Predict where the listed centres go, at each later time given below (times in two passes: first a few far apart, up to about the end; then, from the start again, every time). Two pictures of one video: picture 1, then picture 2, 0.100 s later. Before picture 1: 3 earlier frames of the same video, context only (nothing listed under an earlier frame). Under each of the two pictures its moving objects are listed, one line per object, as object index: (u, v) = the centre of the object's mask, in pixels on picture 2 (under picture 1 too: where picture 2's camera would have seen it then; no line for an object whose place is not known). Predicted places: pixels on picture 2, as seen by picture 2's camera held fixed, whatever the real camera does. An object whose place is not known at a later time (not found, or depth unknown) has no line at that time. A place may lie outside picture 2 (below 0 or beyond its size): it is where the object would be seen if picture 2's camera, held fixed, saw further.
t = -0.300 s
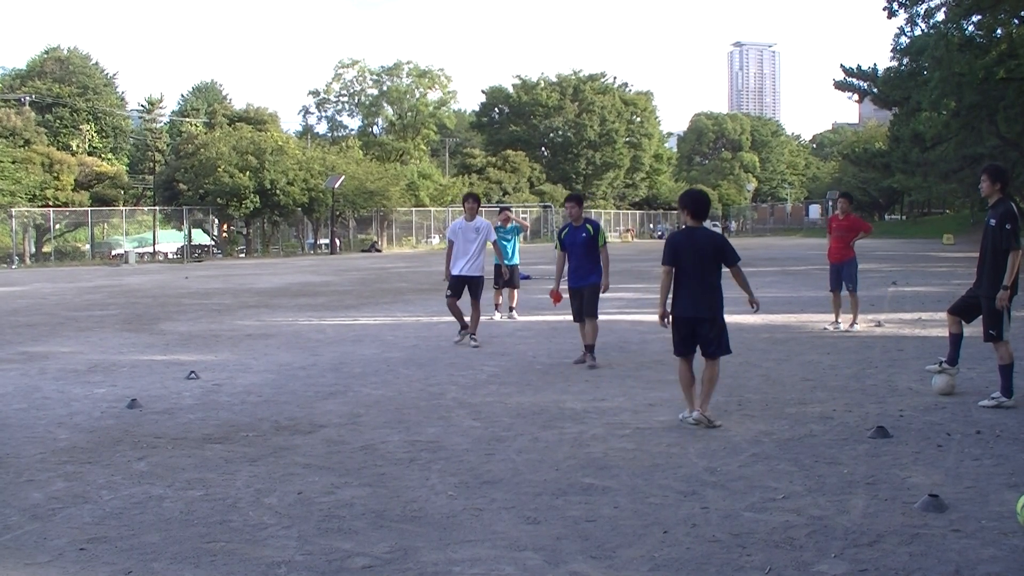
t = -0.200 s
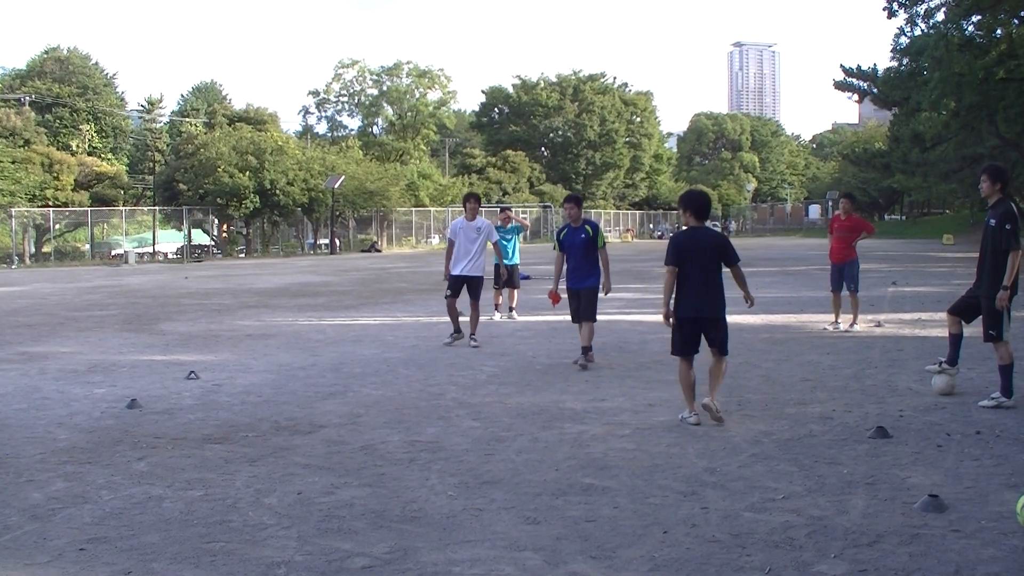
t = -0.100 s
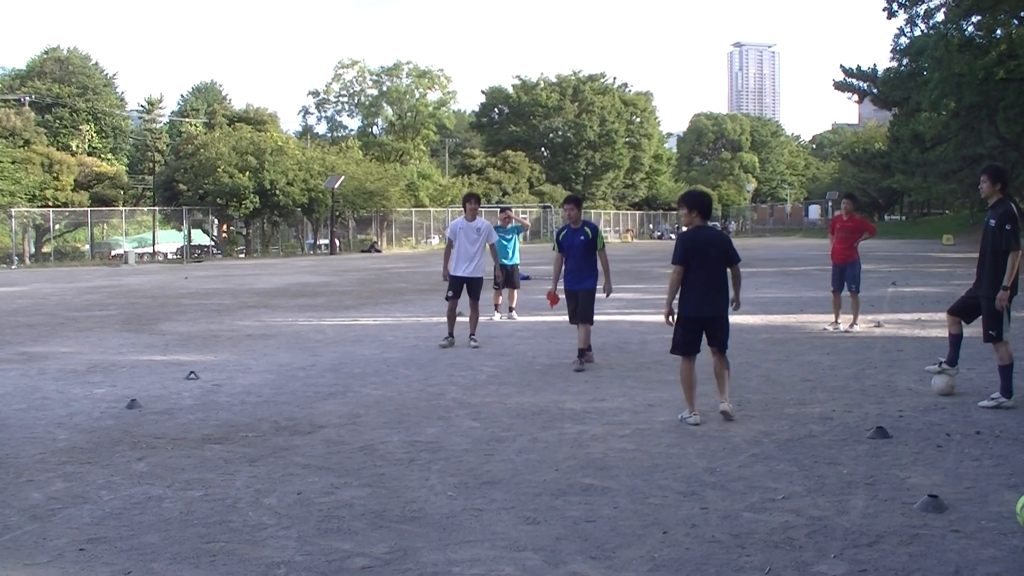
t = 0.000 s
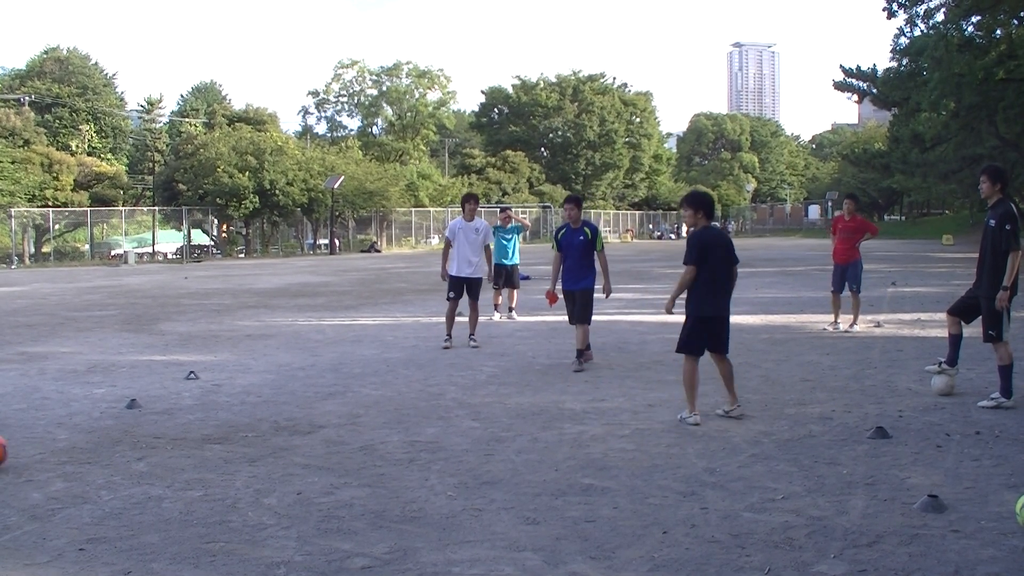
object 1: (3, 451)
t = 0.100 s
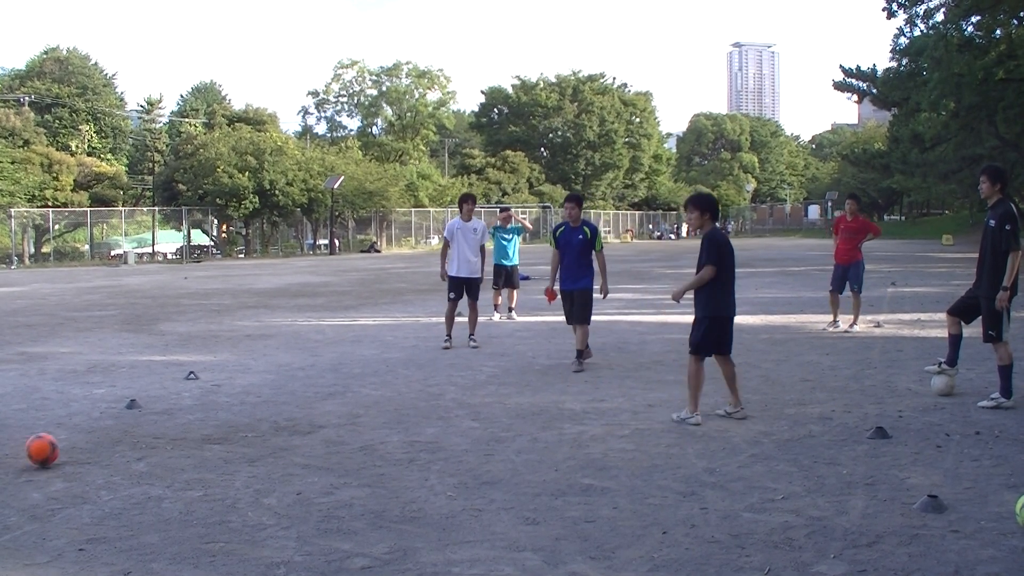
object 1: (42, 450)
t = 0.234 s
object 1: (107, 444)
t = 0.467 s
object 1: (212, 432)
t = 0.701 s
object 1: (306, 426)
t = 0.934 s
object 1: (393, 421)
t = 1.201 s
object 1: (481, 412)
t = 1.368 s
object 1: (530, 407)
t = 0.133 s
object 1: (58, 446)
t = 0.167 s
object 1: (74, 443)
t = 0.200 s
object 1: (90, 443)
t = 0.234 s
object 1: (107, 444)
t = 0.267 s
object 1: (123, 444)
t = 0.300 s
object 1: (138, 441)
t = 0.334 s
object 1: (153, 439)
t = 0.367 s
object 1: (168, 439)
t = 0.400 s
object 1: (183, 440)
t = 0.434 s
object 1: (198, 436)
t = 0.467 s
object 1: (212, 432)
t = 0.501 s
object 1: (225, 430)
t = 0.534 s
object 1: (239, 430)
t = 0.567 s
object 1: (252, 431)
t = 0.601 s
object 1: (266, 434)
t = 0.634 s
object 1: (279, 429)
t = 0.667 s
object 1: (293, 427)
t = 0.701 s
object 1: (306, 426)
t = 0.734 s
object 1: (319, 428)
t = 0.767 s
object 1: (332, 427)
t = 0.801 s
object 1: (344, 425)
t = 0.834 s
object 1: (357, 424)
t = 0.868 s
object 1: (369, 424)
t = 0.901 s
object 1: (381, 422)
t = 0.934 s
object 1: (393, 421)
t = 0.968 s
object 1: (405, 419)
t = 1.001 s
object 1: (416, 418)
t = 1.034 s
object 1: (427, 418)
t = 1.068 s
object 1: (439, 417)
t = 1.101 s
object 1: (449, 415)
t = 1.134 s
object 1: (460, 415)
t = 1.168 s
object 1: (471, 413)
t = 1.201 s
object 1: (481, 412)
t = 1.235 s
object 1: (491, 411)
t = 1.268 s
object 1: (501, 411)
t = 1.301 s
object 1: (511, 409)
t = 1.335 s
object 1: (520, 407)
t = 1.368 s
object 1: (530, 407)
